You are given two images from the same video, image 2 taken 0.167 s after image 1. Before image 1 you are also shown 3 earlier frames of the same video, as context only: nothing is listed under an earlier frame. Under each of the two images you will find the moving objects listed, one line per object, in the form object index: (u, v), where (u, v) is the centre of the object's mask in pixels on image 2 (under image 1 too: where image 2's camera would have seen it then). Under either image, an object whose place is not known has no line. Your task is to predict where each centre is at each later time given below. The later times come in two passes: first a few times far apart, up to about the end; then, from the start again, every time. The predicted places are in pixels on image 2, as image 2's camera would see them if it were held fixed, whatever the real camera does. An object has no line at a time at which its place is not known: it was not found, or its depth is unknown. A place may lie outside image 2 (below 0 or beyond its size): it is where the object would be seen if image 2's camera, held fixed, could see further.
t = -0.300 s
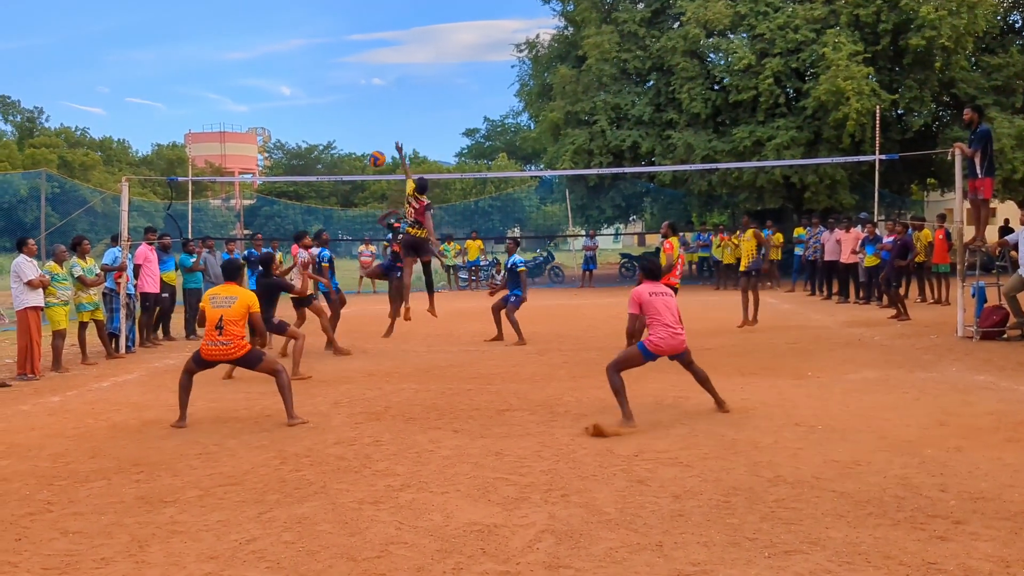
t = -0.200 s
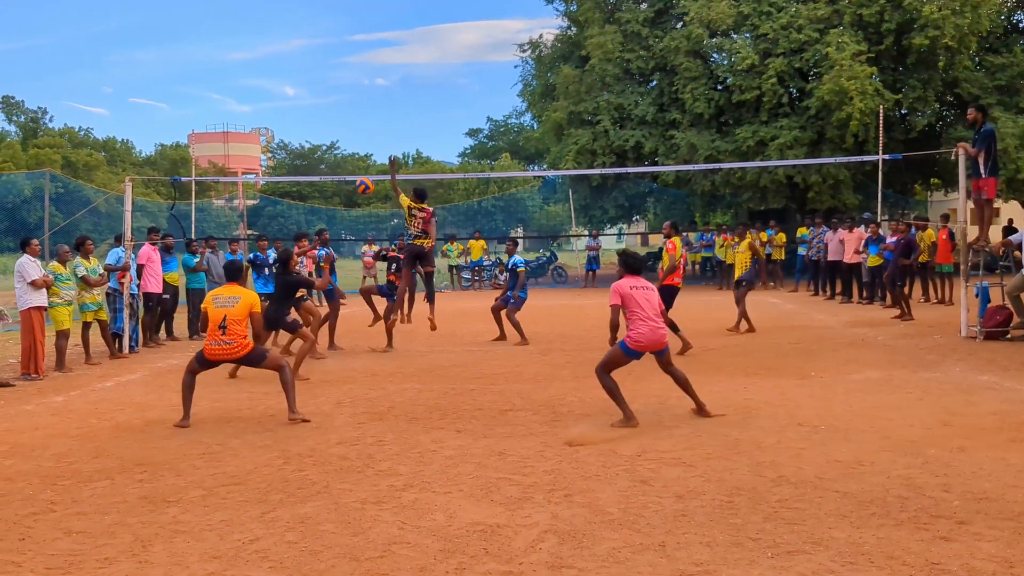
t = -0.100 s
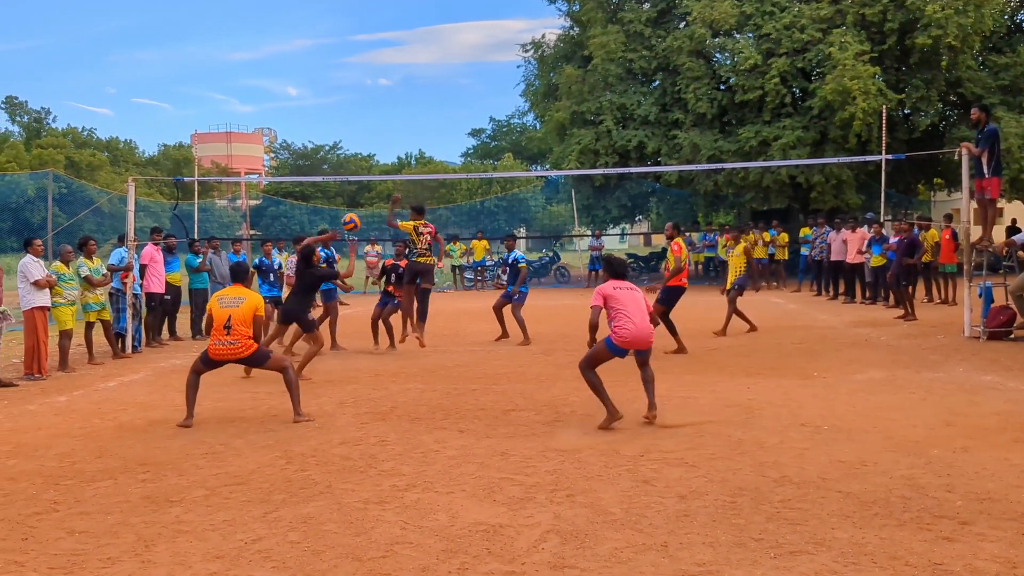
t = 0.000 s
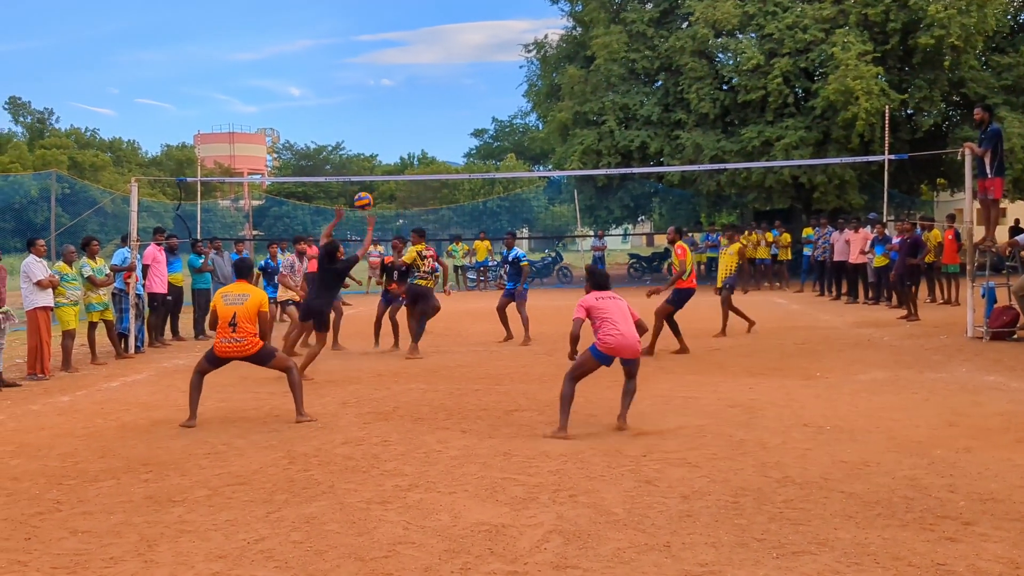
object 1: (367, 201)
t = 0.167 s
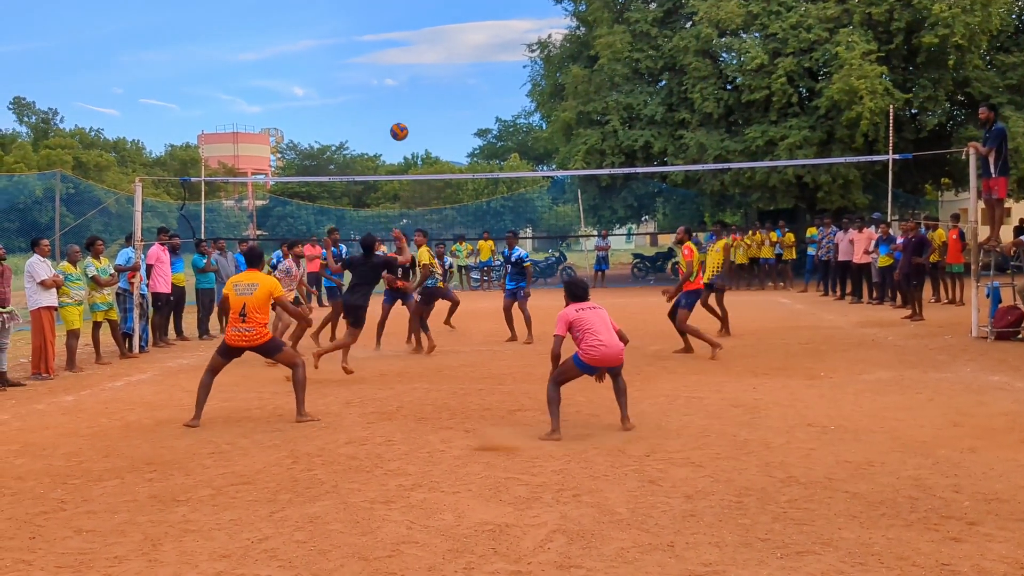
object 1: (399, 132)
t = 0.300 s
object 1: (424, 95)
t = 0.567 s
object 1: (474, 67)
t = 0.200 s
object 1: (405, 121)
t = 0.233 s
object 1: (412, 111)
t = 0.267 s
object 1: (418, 102)
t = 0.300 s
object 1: (424, 95)
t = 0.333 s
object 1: (431, 88)
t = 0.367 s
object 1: (437, 82)
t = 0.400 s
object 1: (443, 77)
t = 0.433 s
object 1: (450, 73)
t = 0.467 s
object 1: (456, 70)
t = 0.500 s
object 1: (462, 68)
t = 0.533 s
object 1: (468, 67)
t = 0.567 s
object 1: (474, 67)
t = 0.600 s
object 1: (480, 68)
